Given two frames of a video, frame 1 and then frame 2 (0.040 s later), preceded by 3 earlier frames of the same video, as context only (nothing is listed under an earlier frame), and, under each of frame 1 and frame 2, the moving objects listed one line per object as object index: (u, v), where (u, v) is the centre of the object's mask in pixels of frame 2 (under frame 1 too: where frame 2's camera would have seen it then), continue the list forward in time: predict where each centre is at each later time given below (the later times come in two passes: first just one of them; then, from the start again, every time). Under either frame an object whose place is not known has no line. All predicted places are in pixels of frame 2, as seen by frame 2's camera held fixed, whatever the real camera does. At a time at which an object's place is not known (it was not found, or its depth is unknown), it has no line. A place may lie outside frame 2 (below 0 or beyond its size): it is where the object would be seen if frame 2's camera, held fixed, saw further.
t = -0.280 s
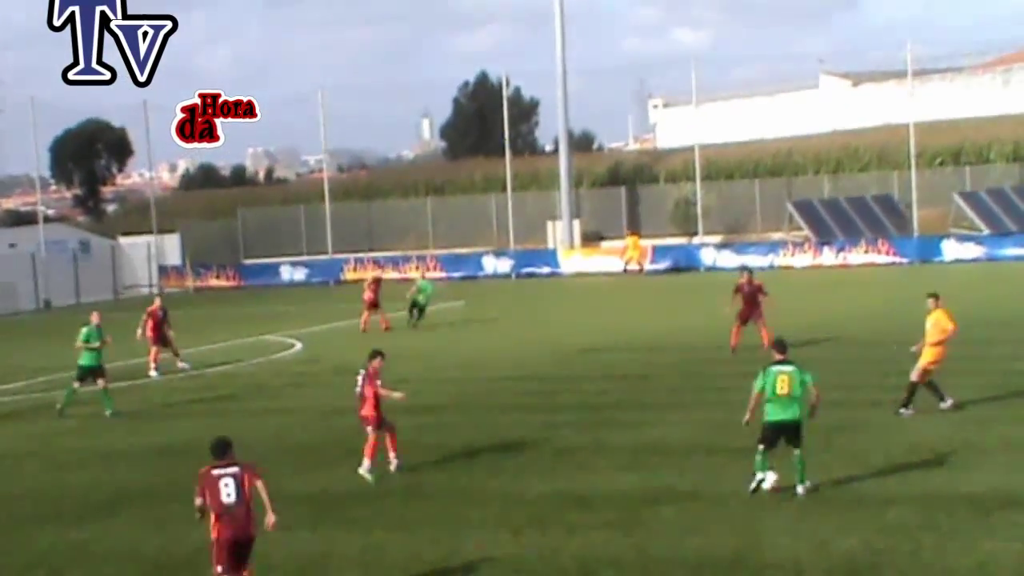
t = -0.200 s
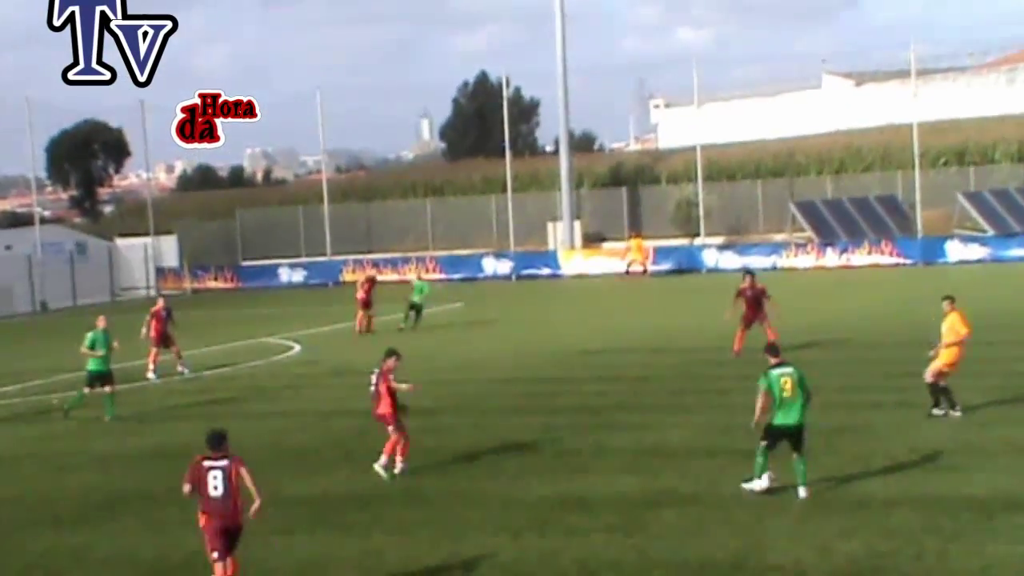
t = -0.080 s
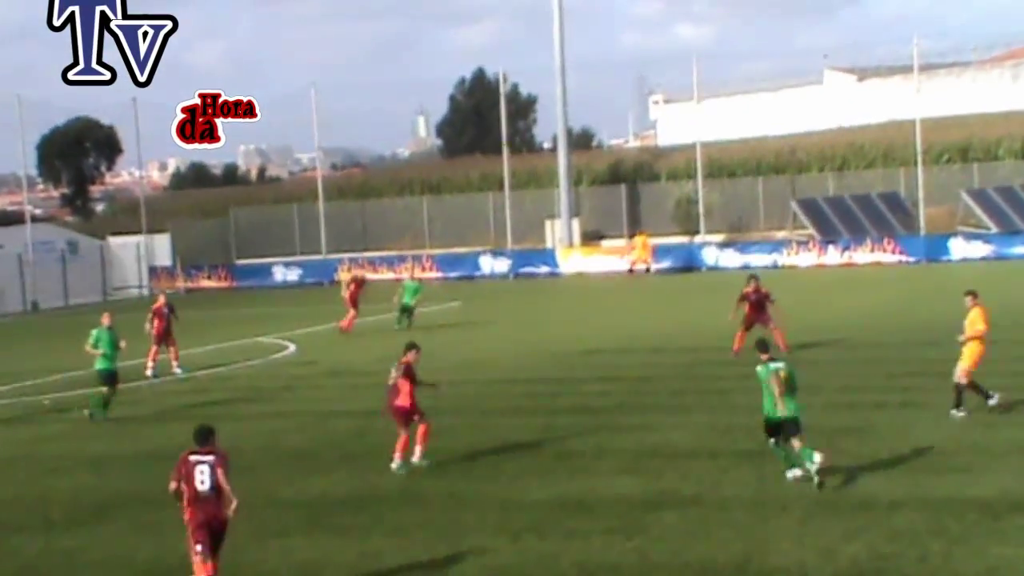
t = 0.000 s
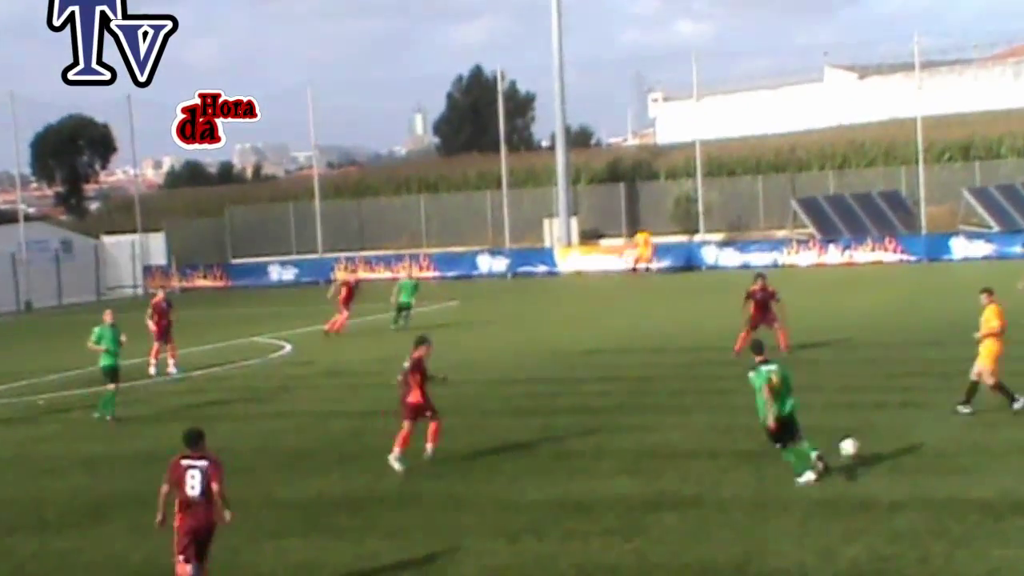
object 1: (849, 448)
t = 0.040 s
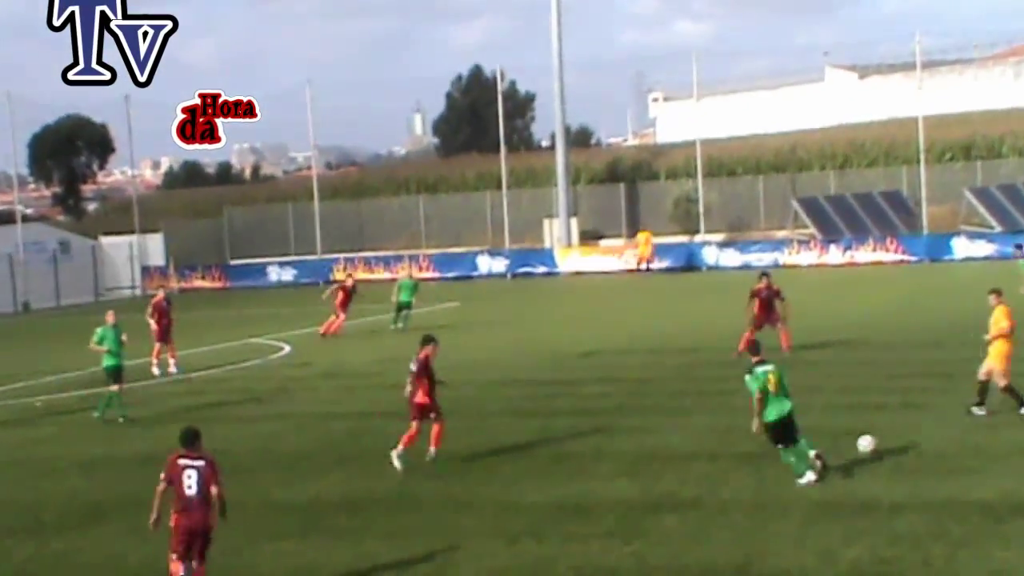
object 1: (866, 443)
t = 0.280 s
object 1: (944, 411)
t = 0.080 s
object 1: (880, 438)
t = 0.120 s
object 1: (894, 430)
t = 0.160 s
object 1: (909, 426)
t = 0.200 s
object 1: (922, 422)
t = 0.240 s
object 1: (934, 417)
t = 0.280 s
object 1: (944, 411)
